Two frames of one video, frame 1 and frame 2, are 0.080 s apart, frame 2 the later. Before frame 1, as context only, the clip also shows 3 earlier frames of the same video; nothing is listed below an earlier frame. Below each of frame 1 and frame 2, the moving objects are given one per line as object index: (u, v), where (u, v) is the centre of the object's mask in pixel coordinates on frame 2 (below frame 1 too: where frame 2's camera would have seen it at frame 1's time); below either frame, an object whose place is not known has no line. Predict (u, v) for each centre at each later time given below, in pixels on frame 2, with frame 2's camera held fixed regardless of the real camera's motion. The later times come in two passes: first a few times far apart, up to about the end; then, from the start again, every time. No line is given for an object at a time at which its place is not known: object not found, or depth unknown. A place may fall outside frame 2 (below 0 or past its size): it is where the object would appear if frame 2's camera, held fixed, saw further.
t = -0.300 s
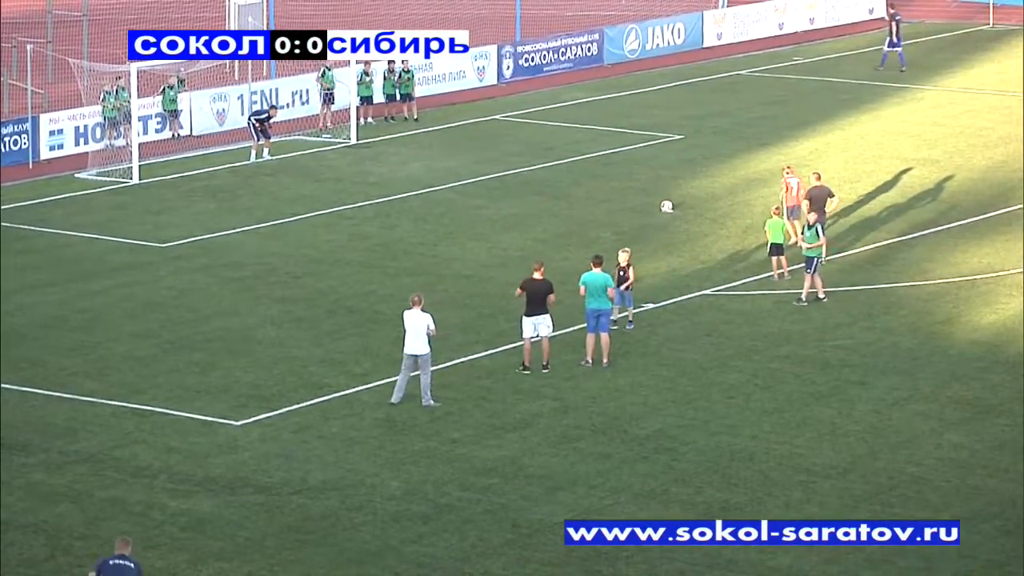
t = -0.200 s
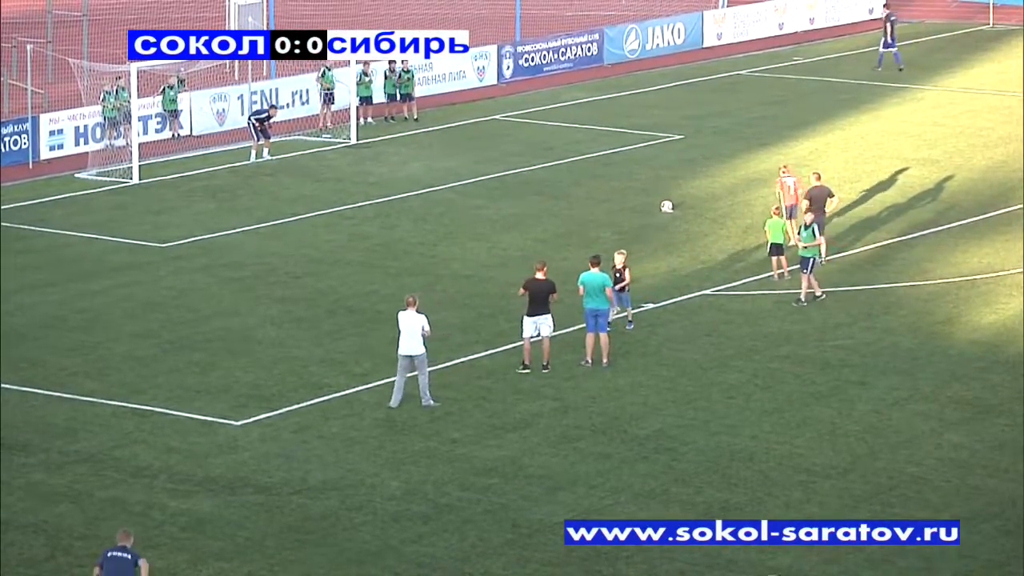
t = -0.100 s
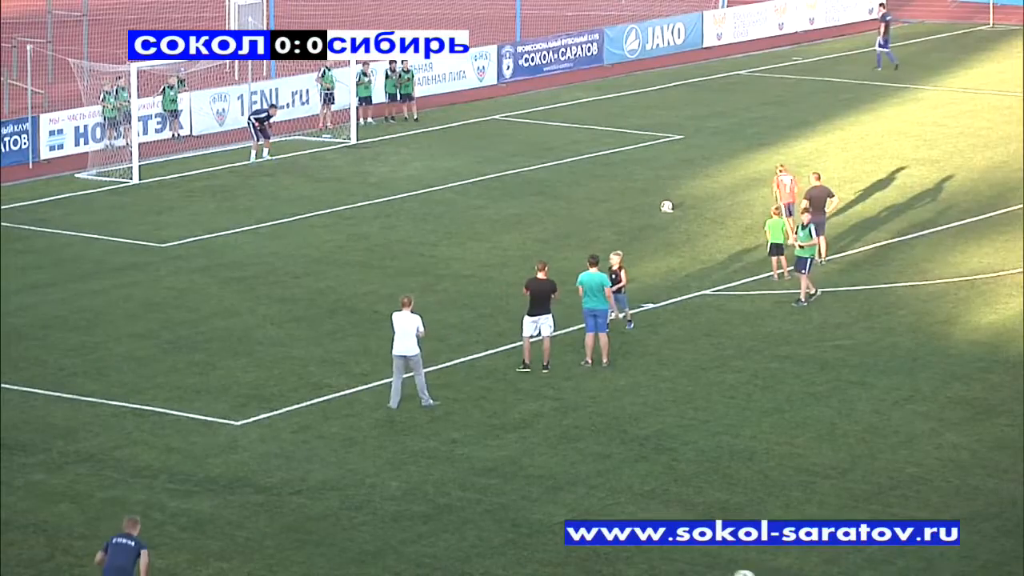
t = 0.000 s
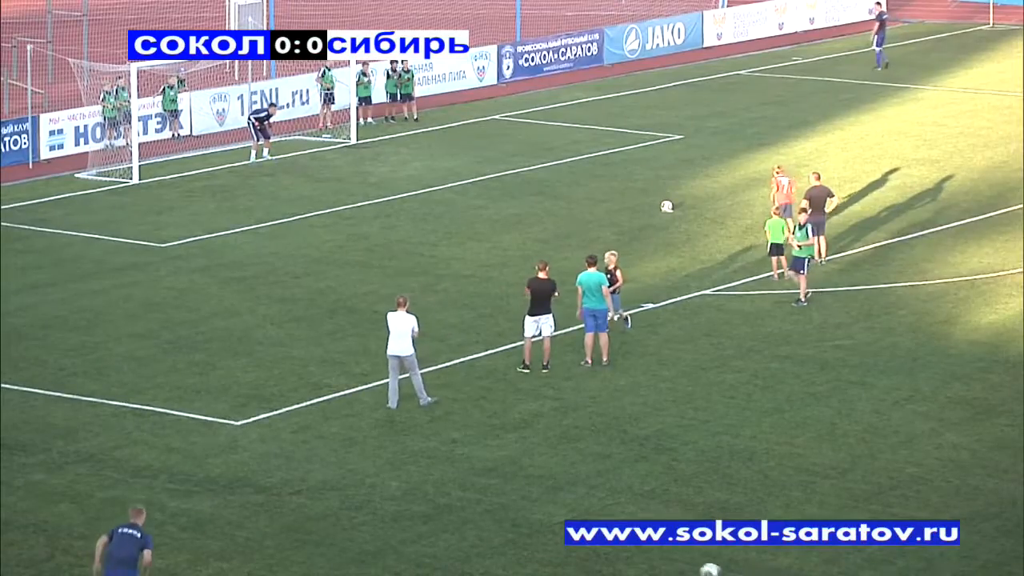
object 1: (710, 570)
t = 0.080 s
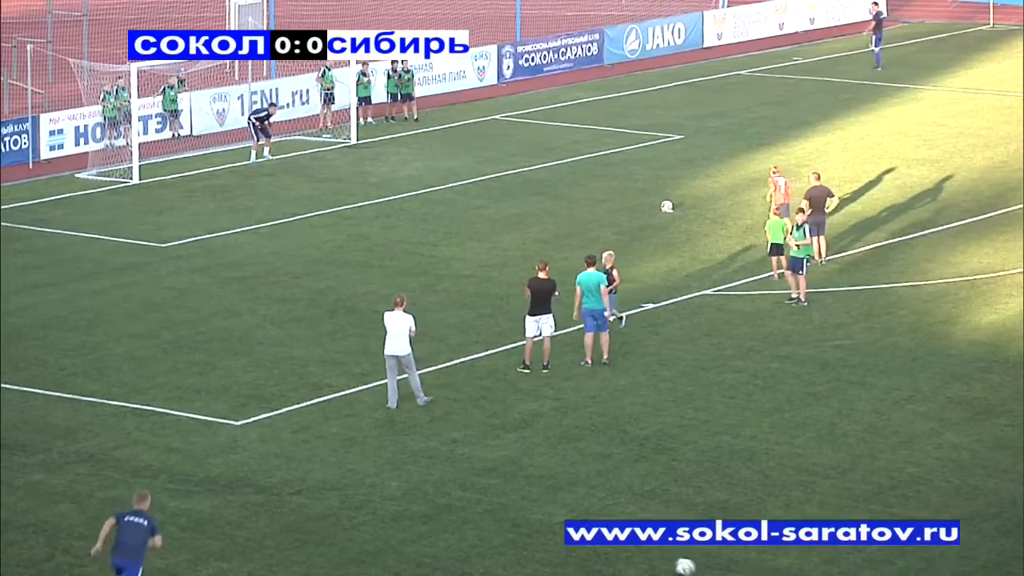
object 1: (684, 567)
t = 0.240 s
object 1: (635, 557)
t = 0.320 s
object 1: (611, 554)
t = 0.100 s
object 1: (679, 566)
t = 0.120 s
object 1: (671, 566)
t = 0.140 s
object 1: (666, 565)
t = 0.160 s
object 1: (659, 562)
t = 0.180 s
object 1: (653, 561)
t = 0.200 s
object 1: (647, 560)
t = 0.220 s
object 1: (642, 559)
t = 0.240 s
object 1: (635, 557)
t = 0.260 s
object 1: (629, 557)
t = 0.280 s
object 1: (623, 556)
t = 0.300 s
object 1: (617, 555)
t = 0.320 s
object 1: (611, 554)
